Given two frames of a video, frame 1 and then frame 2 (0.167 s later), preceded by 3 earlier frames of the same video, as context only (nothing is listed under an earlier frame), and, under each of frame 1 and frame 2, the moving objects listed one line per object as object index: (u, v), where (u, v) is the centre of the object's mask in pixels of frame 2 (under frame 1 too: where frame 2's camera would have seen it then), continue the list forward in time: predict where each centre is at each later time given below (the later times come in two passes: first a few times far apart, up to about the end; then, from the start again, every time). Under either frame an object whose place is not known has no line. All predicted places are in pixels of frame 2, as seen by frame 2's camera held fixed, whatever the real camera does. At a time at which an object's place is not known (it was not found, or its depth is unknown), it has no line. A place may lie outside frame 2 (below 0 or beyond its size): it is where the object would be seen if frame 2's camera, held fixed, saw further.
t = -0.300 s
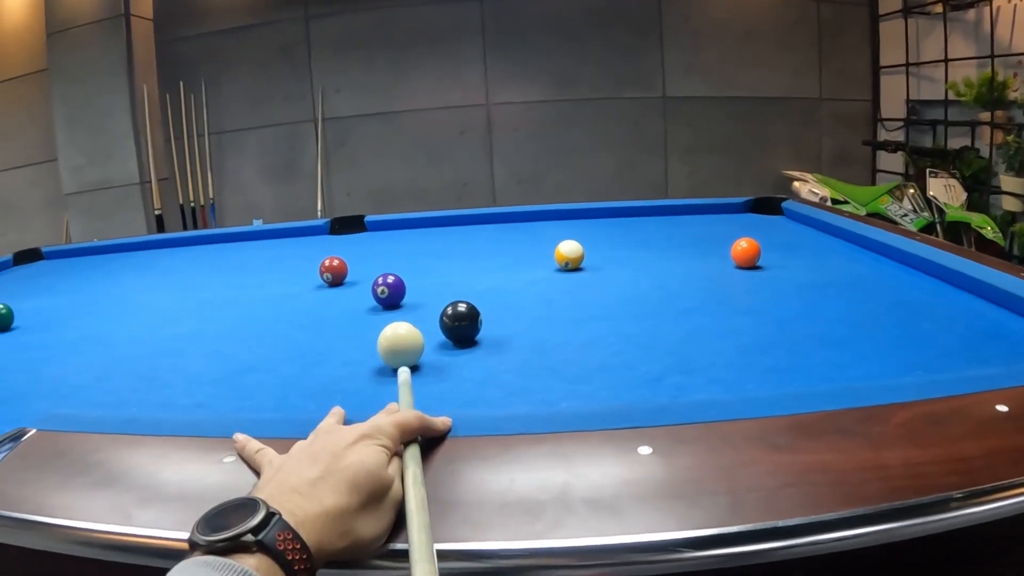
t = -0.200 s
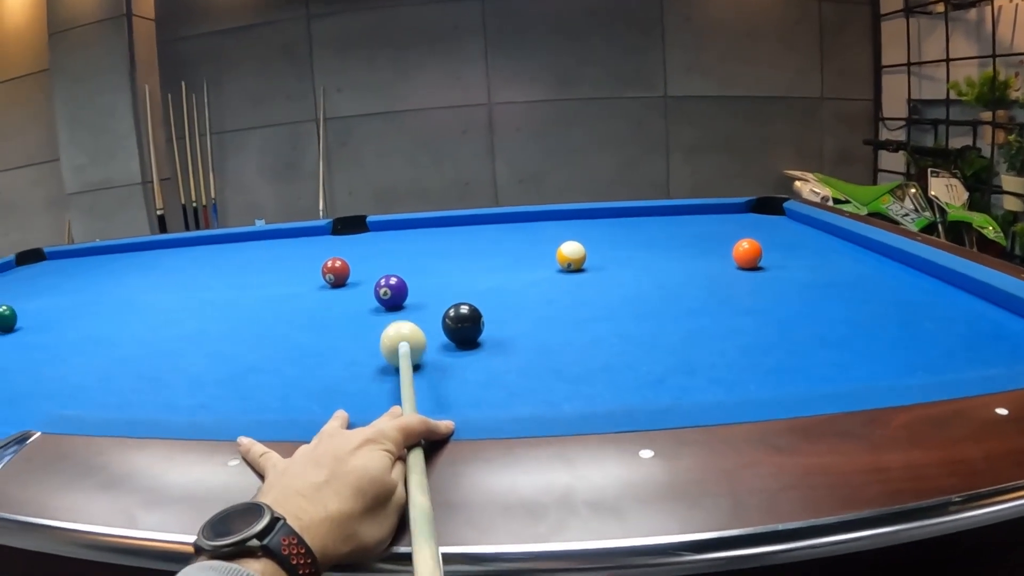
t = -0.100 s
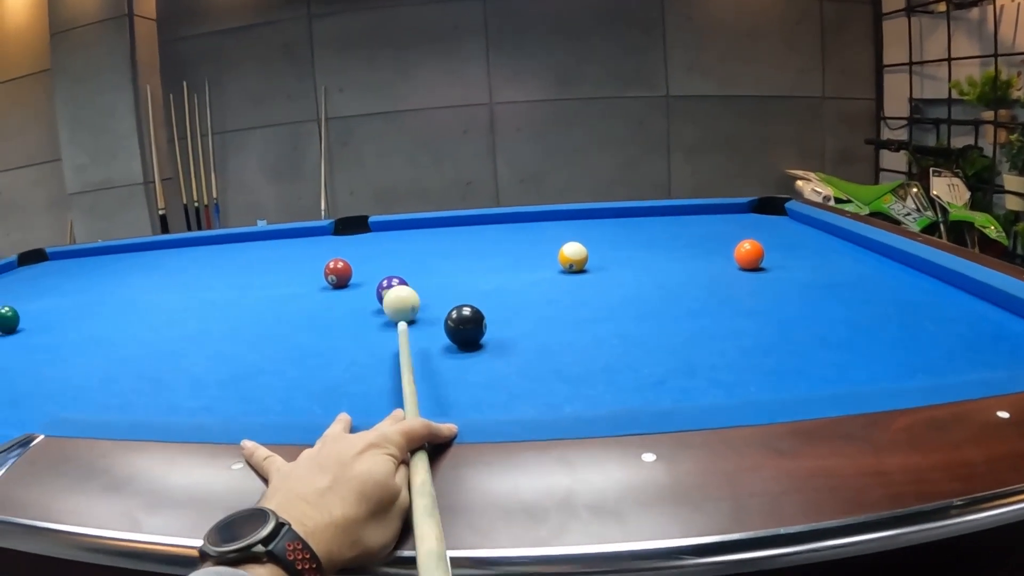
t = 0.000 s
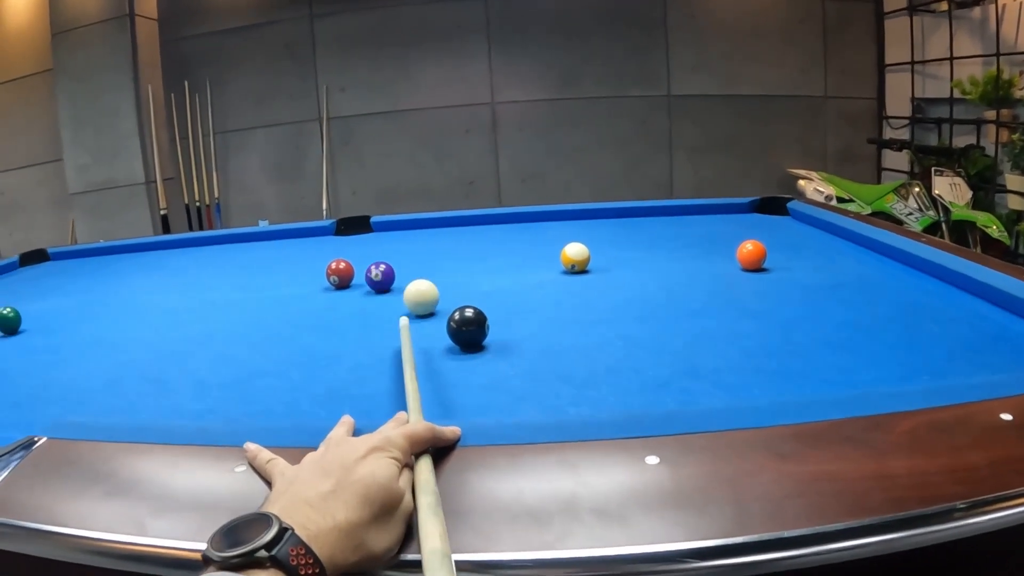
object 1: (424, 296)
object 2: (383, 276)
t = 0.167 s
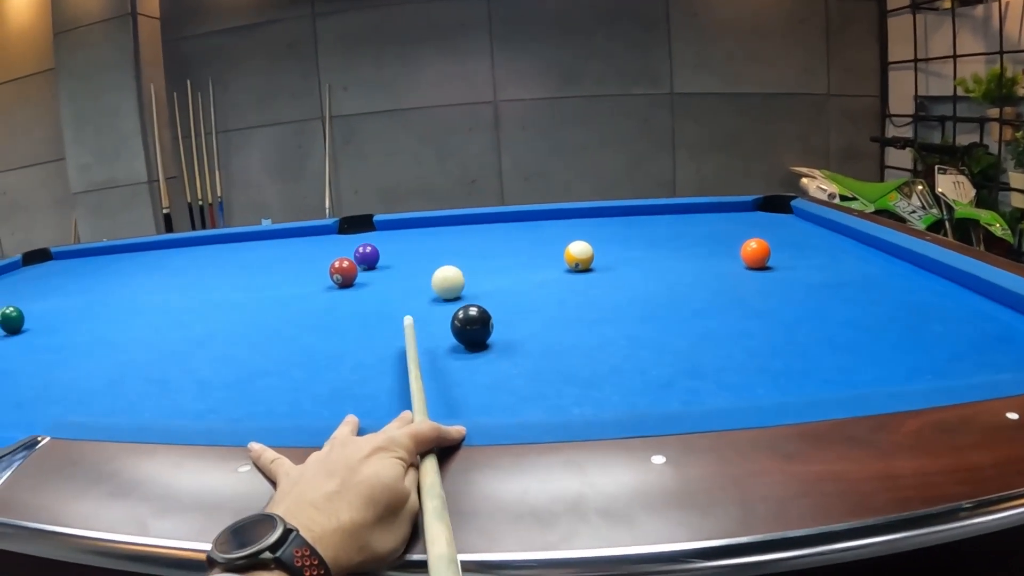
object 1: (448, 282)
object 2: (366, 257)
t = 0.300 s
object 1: (463, 272)
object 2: (358, 246)
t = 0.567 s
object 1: (489, 256)
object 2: (344, 231)
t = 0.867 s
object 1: (511, 242)
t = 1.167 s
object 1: (528, 231)
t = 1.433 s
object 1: (539, 223)
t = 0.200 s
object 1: (452, 279)
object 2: (364, 254)
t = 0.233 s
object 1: (456, 277)
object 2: (362, 251)
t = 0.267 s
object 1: (460, 275)
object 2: (360, 249)
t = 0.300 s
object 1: (463, 272)
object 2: (358, 246)
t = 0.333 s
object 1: (467, 270)
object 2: (356, 244)
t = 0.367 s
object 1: (470, 268)
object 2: (354, 242)
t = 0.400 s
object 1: (474, 266)
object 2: (352, 240)
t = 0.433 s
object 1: (477, 264)
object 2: (350, 238)
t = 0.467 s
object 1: (480, 262)
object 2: (349, 236)
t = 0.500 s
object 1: (483, 260)
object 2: (347, 234)
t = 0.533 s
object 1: (486, 258)
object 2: (346, 233)
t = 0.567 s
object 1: (489, 256)
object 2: (344, 231)
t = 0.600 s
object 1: (491, 255)
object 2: (343, 230)
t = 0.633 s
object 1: (494, 253)
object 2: (342, 228)
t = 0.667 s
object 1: (497, 251)
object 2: (342, 226)
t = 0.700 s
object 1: (499, 249)
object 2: (349, 226)
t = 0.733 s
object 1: (502, 248)
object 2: (359, 228)
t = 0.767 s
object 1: (504, 246)
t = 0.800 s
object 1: (507, 245)
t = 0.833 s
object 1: (509, 244)
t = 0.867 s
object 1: (511, 242)
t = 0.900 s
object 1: (513, 241)
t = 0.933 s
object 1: (515, 239)
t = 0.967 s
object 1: (517, 238)
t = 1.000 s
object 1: (519, 237)
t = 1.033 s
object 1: (521, 236)
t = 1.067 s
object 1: (523, 234)
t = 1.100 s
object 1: (524, 233)
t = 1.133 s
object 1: (526, 232)
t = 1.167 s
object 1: (528, 231)
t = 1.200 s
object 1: (529, 230)
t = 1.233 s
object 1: (531, 229)
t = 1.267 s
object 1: (532, 228)
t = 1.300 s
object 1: (533, 227)
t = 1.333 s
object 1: (535, 226)
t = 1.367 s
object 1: (536, 225)
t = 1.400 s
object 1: (537, 224)
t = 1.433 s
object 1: (539, 223)
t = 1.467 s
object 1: (540, 222)
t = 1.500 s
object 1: (541, 222)
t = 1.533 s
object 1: (542, 221)
